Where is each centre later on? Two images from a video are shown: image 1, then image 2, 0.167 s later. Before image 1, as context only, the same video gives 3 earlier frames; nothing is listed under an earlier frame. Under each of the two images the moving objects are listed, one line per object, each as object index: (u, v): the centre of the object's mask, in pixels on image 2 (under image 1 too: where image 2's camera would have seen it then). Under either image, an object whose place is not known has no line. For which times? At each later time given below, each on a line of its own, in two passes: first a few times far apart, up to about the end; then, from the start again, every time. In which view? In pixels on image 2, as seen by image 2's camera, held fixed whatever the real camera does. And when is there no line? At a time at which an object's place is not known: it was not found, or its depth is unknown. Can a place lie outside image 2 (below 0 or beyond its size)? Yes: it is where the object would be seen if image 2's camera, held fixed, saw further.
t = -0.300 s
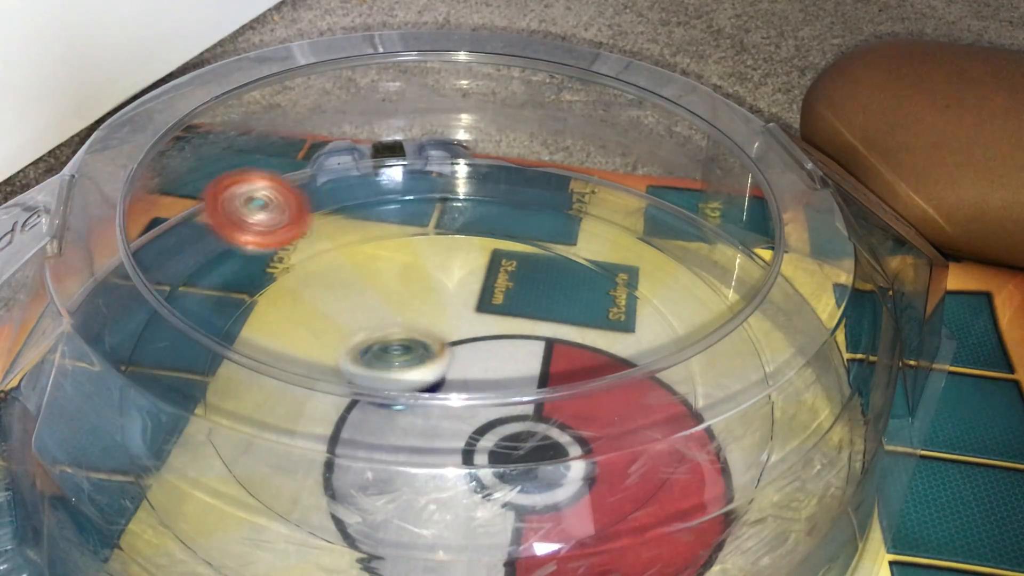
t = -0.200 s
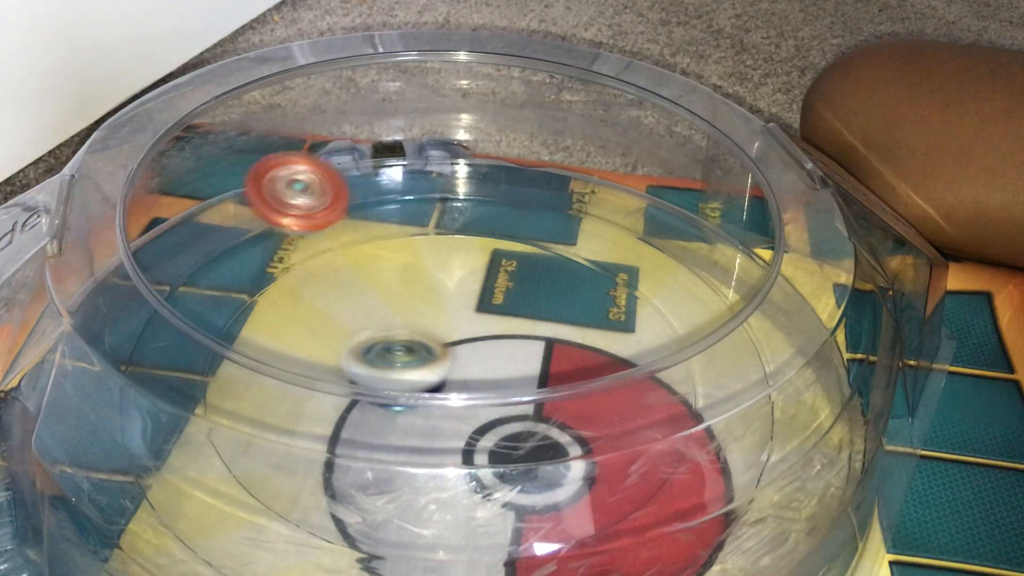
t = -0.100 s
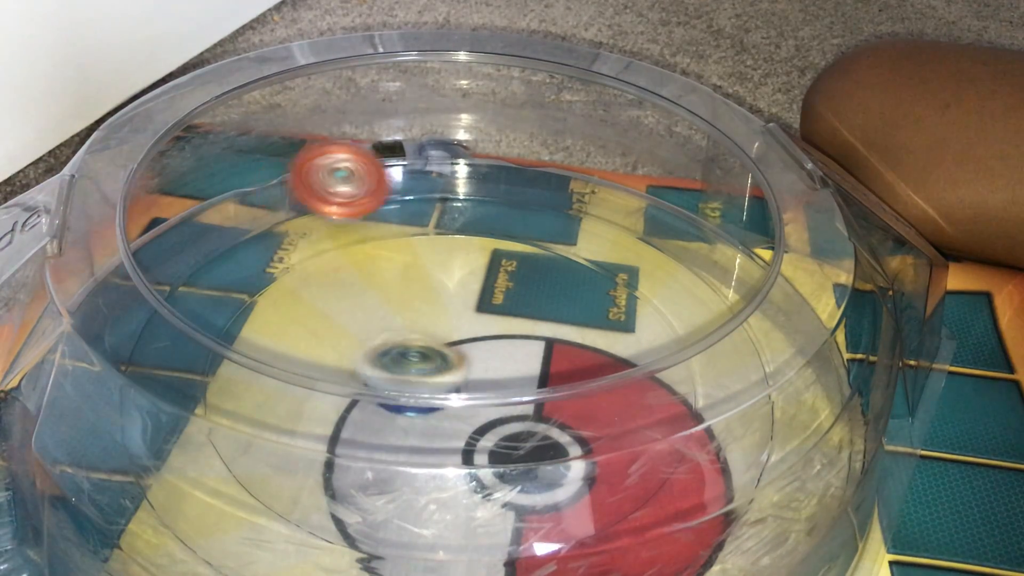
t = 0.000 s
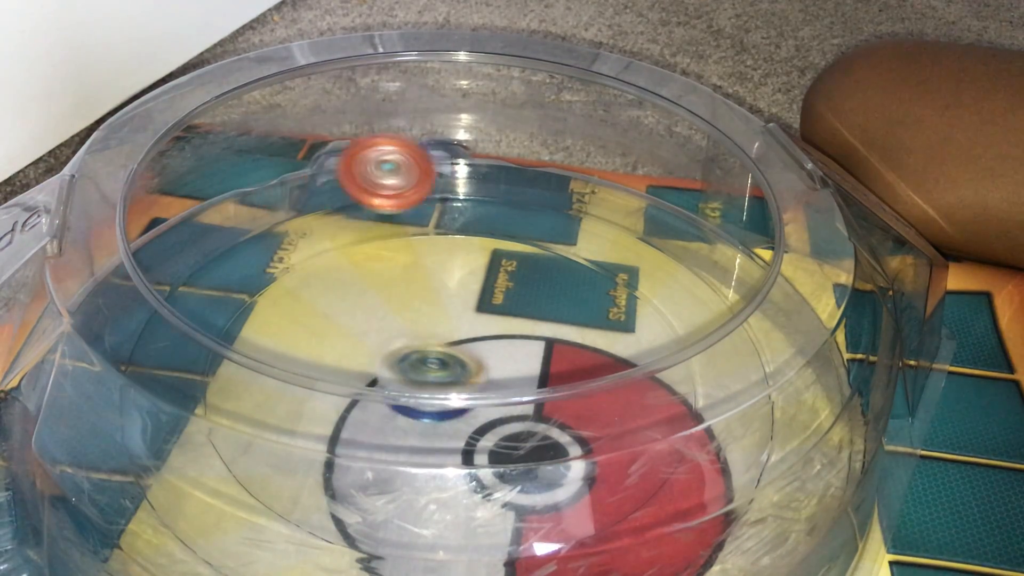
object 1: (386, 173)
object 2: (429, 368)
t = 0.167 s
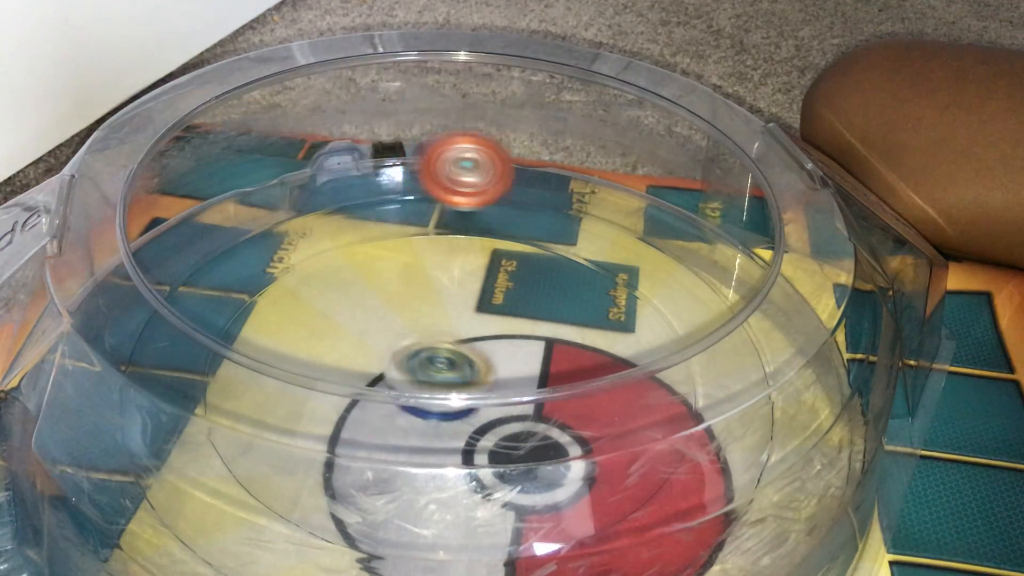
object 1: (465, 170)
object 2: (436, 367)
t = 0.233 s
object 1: (497, 173)
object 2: (428, 364)
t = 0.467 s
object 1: (601, 197)
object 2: (378, 355)
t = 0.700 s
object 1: (688, 247)
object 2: (437, 365)
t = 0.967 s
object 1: (748, 336)
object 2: (455, 319)
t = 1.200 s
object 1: (738, 427)
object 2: (405, 339)
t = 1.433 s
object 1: (652, 512)
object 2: (498, 365)
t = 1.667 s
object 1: (500, 543)
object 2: (514, 320)
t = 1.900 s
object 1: (326, 532)
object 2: (451, 358)
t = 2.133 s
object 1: (196, 464)
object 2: (519, 390)
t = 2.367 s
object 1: (152, 369)
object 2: (500, 362)
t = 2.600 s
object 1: (186, 283)
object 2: (457, 394)
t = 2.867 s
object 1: (279, 220)
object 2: (469, 379)
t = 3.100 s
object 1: (384, 194)
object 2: (415, 376)
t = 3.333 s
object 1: (495, 197)
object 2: (439, 369)
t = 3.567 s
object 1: (589, 228)
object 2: (424, 346)
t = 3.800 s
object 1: (579, 286)
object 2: (431, 357)
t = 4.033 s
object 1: (627, 333)
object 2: (391, 357)
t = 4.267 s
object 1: (594, 380)
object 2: (470, 389)
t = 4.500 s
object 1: (638, 422)
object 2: (410, 321)
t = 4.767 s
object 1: (484, 407)
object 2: (381, 354)
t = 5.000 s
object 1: (549, 471)
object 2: (385, 318)
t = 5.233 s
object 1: (484, 438)
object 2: (482, 345)
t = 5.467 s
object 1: (444, 362)
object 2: (533, 322)
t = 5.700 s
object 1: (446, 322)
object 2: (550, 322)
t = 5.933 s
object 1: (462, 342)
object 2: (577, 354)
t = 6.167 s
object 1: (469, 375)
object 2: (590, 417)
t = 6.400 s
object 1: (442, 389)
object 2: (543, 446)
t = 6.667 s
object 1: (417, 359)
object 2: (448, 442)
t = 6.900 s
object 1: (451, 317)
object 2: (384, 413)
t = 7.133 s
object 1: (506, 286)
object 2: (365, 353)
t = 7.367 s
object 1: (533, 327)
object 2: (399, 331)
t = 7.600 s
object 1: (497, 411)
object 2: (452, 318)
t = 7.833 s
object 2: (496, 324)
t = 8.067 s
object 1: (353, 384)
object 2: (519, 351)
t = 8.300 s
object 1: (419, 323)
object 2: (518, 380)
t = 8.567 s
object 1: (547, 306)
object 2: (465, 411)
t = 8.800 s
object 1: (581, 363)
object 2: (438, 411)
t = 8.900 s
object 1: (558, 401)
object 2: (434, 389)
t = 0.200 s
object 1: (481, 171)
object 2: (433, 365)
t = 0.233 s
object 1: (497, 173)
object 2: (428, 364)
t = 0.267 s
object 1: (512, 174)
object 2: (421, 362)
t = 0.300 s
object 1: (528, 177)
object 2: (416, 362)
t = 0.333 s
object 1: (542, 180)
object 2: (408, 360)
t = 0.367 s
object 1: (557, 184)
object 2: (400, 358)
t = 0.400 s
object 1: (572, 188)
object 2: (392, 358)
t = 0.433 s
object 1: (587, 192)
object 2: (384, 357)
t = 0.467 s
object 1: (601, 197)
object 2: (378, 355)
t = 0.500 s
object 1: (615, 203)
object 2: (375, 356)
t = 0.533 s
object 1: (627, 208)
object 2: (378, 359)
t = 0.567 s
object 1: (640, 215)
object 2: (382, 374)
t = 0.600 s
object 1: (652, 223)
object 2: (395, 378)
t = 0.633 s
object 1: (665, 230)
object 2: (410, 380)
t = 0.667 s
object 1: (676, 239)
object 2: (425, 377)
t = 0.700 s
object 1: (688, 247)
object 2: (437, 365)
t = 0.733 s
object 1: (697, 256)
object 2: (449, 361)
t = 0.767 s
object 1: (708, 266)
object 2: (460, 357)
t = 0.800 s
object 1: (714, 275)
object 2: (466, 352)
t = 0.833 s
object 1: (724, 288)
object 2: (469, 345)
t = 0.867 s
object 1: (732, 300)
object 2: (470, 339)
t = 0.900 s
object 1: (738, 312)
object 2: (467, 332)
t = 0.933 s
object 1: (744, 324)
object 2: (462, 324)
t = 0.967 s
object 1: (748, 336)
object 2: (455, 319)
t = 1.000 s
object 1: (749, 348)
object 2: (446, 316)
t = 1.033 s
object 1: (753, 363)
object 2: (436, 313)
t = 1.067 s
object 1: (751, 374)
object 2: (425, 314)
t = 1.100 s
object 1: (750, 387)
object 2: (414, 315)
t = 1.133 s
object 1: (747, 400)
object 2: (407, 320)
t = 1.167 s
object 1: (742, 415)
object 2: (404, 329)
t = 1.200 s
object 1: (738, 427)
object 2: (405, 339)
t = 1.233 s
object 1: (729, 441)
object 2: (411, 350)
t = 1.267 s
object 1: (720, 454)
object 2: (424, 354)
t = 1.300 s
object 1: (712, 466)
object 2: (439, 362)
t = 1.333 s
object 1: (699, 483)
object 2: (452, 365)
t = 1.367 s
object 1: (684, 494)
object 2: (467, 375)
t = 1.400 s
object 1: (667, 503)
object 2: (483, 376)
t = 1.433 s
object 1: (652, 512)
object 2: (498, 365)
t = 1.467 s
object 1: (635, 522)
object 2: (510, 363)
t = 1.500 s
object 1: (618, 527)
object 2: (521, 358)
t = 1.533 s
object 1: (592, 532)
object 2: (527, 353)
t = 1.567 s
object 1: (570, 535)
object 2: (530, 347)
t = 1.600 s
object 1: (548, 538)
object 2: (529, 339)
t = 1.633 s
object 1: (524, 541)
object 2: (523, 329)
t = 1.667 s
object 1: (500, 543)
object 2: (514, 320)
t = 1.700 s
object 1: (470, 542)
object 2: (501, 314)
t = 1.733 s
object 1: (449, 542)
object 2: (489, 315)
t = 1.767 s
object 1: (424, 542)
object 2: (476, 320)
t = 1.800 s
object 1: (397, 539)
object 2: (466, 330)
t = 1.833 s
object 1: (374, 537)
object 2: (457, 340)
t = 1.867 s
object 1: (351, 536)
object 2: (451, 350)
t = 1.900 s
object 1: (326, 532)
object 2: (451, 358)
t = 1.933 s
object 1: (304, 529)
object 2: (453, 364)
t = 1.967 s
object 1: (282, 521)
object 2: (461, 377)
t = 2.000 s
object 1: (261, 512)
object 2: (472, 385)
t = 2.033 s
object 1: (243, 502)
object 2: (484, 389)
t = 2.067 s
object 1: (224, 489)
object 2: (496, 392)
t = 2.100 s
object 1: (210, 477)
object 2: (508, 392)
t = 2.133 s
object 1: (196, 464)
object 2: (519, 390)
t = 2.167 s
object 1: (185, 451)
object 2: (527, 385)
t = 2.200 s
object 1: (175, 437)
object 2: (532, 379)
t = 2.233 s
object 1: (167, 422)
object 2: (531, 365)
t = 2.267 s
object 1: (161, 408)
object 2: (527, 363)
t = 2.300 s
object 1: (156, 396)
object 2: (519, 361)
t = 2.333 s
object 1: (154, 383)
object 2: (510, 361)
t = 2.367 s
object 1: (152, 369)
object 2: (500, 362)
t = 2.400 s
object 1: (150, 359)
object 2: (489, 363)
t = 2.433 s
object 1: (148, 347)
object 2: (479, 366)
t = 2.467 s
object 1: (156, 331)
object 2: (468, 376)
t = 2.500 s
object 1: (161, 319)
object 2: (461, 381)
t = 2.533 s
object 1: (170, 306)
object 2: (458, 389)
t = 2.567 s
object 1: (179, 293)
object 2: (456, 393)
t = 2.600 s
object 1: (186, 283)
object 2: (457, 394)
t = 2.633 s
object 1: (197, 272)
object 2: (460, 408)
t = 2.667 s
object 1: (203, 265)
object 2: (466, 409)
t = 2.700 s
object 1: (214, 256)
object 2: (474, 409)
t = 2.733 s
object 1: (227, 246)
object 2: (475, 394)
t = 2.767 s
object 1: (239, 239)
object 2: (476, 394)
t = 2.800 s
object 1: (251, 232)
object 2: (475, 390)
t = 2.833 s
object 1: (265, 226)
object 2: (473, 385)
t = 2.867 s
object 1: (279, 220)
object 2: (469, 379)
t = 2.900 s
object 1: (293, 214)
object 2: (462, 368)
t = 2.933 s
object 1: (308, 209)
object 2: (454, 367)
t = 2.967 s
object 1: (323, 205)
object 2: (442, 366)
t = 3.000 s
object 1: (337, 202)
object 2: (434, 365)
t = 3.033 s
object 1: (353, 198)
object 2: (425, 366)
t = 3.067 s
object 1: (368, 196)
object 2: (420, 367)
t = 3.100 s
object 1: (384, 194)
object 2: (415, 376)
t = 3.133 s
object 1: (401, 193)
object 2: (412, 380)
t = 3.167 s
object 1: (415, 192)
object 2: (413, 383)
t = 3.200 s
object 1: (432, 193)
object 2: (416, 385)
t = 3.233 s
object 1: (448, 193)
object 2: (422, 385)
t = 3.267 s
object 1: (463, 194)
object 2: (428, 382)
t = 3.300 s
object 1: (479, 196)
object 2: (435, 379)
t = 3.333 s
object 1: (495, 197)
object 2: (439, 369)
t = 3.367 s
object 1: (511, 201)
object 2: (443, 366)
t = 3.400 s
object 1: (525, 204)
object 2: (444, 363)
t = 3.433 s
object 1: (539, 208)
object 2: (443, 360)
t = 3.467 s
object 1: (553, 212)
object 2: (440, 356)
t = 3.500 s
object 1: (565, 217)
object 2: (435, 351)
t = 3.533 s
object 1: (577, 222)
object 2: (430, 350)
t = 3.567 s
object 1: (589, 228)
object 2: (424, 346)
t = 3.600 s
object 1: (596, 234)
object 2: (419, 346)
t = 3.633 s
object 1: (600, 241)
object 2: (415, 346)
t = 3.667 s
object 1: (598, 249)
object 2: (414, 349)
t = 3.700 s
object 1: (595, 257)
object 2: (414, 349)
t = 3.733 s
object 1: (591, 266)
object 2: (418, 352)
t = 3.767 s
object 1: (586, 276)
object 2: (424, 355)
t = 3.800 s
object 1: (579, 286)
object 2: (431, 357)
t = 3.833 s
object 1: (573, 297)
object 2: (437, 358)
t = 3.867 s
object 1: (566, 308)
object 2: (445, 358)
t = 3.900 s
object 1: (561, 319)
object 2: (450, 357)
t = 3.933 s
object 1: (588, 323)
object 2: (432, 356)
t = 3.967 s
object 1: (610, 327)
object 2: (414, 354)
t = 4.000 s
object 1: (622, 330)
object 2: (400, 355)
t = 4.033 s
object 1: (627, 333)
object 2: (391, 357)
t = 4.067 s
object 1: (629, 337)
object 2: (389, 358)
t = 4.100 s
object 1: (628, 339)
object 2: (392, 363)
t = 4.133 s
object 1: (625, 343)
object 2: (400, 380)
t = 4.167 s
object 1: (622, 356)
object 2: (414, 391)
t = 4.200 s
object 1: (616, 366)
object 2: (429, 393)
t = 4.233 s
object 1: (606, 372)
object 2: (452, 393)
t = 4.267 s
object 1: (594, 380)
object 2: (470, 389)
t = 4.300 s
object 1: (604, 388)
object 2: (473, 378)
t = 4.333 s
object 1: (633, 395)
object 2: (461, 361)
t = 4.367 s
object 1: (651, 408)
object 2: (452, 351)
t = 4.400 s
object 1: (656, 413)
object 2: (443, 341)
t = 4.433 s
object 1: (656, 417)
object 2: (433, 332)
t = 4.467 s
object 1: (650, 421)
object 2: (423, 325)
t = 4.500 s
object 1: (638, 422)
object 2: (410, 321)
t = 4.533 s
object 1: (623, 420)
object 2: (397, 318)
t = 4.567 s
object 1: (605, 421)
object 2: (386, 318)
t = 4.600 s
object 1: (588, 421)
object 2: (374, 320)
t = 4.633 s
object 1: (565, 425)
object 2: (366, 325)
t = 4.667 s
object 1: (542, 421)
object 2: (360, 330)
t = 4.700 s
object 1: (518, 419)
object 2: (361, 342)
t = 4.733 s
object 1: (502, 411)
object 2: (369, 350)
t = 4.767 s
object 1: (484, 407)
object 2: (381, 354)
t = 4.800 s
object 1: (506, 428)
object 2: (369, 345)
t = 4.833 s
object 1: (532, 438)
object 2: (363, 332)
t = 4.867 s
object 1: (549, 453)
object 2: (362, 322)
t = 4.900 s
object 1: (556, 469)
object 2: (366, 315)
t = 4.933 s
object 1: (558, 471)
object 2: (371, 313)
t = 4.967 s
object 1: (555, 472)
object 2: (378, 315)
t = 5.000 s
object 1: (549, 471)
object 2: (385, 318)
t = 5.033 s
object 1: (542, 469)
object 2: (397, 325)
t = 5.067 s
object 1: (536, 466)
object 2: (408, 331)
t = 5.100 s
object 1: (529, 467)
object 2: (423, 336)
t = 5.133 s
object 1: (518, 457)
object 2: (437, 340)
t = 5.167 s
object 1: (507, 451)
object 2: (452, 343)
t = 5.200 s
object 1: (496, 444)
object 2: (468, 345)
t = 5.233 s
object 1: (484, 438)
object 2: (482, 345)
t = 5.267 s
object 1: (478, 433)
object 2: (495, 344)
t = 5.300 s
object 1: (473, 429)
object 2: (506, 341)
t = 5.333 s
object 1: (463, 414)
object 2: (514, 337)
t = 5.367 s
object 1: (454, 393)
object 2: (520, 333)
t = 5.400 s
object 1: (449, 386)
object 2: (526, 329)
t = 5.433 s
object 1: (442, 369)
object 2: (530, 326)
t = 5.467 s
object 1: (444, 362)
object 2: (533, 322)
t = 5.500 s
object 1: (445, 356)
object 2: (534, 319)
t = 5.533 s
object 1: (447, 348)
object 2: (534, 317)
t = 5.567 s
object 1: (445, 341)
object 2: (534, 316)
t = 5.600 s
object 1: (442, 334)
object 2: (538, 316)
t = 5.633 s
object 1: (440, 328)
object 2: (543, 317)
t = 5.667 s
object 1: (442, 324)
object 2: (547, 319)
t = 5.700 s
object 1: (446, 322)
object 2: (550, 322)
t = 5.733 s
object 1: (451, 322)
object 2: (553, 325)
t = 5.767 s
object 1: (454, 325)
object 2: (555, 329)
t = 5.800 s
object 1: (455, 326)
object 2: (560, 335)
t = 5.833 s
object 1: (456, 329)
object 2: (564, 341)
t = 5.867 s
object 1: (460, 334)
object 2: (566, 345)
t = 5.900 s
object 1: (464, 339)
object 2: (568, 349)
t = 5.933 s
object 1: (462, 342)
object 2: (577, 354)
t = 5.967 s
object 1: (461, 344)
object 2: (582, 368)
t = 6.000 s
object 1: (461, 347)
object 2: (585, 373)
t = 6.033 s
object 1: (463, 352)
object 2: (586, 381)
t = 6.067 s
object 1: (468, 357)
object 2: (589, 394)
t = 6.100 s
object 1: (472, 370)
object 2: (588, 397)
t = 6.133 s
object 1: (475, 371)
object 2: (587, 403)
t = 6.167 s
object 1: (469, 375)
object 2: (590, 417)
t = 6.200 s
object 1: (462, 377)
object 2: (589, 421)
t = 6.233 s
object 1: (456, 383)
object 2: (585, 426)
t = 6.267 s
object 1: (453, 385)
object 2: (580, 432)
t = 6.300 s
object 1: (450, 385)
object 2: (572, 436)
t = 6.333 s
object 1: (447, 387)
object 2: (564, 440)
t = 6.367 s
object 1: (444, 389)
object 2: (554, 444)
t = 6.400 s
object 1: (442, 389)
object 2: (543, 446)
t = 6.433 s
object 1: (441, 389)
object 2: (530, 446)
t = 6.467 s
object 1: (439, 388)
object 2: (517, 442)
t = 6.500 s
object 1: (438, 378)
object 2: (505, 445)
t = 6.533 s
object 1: (427, 376)
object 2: (495, 446)
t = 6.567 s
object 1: (421, 374)
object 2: (485, 447)
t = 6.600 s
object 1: (417, 370)
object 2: (472, 442)
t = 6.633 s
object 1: (416, 363)
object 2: (462, 441)
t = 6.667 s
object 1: (417, 359)
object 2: (448, 442)
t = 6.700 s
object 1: (418, 354)
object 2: (437, 439)
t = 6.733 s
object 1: (418, 349)
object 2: (428, 434)
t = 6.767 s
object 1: (420, 345)
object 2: (420, 431)
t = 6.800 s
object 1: (423, 342)
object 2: (411, 427)
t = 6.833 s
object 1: (433, 335)
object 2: (400, 426)
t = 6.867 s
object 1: (442, 325)
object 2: (392, 419)
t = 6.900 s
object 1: (451, 317)
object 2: (384, 413)
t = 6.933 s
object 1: (461, 308)
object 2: (377, 407)
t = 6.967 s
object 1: (469, 299)
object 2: (378, 389)
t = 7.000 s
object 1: (477, 292)
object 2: (370, 387)
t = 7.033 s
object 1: (485, 290)
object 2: (368, 382)
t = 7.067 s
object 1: (494, 286)
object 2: (366, 372)
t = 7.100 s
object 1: (499, 284)
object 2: (364, 358)
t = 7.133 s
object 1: (506, 286)
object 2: (365, 353)
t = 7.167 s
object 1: (513, 286)
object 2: (369, 353)
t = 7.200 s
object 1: (518, 289)
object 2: (372, 347)
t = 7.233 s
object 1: (523, 294)
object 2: (376, 345)
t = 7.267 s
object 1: (527, 300)
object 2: (382, 340)
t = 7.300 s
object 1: (530, 309)
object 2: (386, 336)
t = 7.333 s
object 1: (533, 317)
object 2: (392, 332)
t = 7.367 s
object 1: (533, 327)
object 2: (399, 331)
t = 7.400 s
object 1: (532, 339)
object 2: (406, 328)
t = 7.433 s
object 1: (532, 346)
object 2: (414, 325)
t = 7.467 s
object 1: (529, 354)
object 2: (422, 323)
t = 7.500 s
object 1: (525, 374)
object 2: (430, 322)
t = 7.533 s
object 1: (518, 383)
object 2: (438, 321)
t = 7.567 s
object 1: (508, 404)
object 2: (445, 319)
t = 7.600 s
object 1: (497, 411)
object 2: (452, 318)
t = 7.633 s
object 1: (483, 417)
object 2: (459, 319)
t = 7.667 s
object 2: (466, 319)
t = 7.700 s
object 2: (473, 319)
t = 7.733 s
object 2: (478, 319)
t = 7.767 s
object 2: (485, 320)
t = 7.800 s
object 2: (490, 321)
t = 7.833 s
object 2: (496, 324)
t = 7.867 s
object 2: (501, 327)
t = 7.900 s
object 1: (374, 426)
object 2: (505, 330)
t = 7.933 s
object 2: (508, 335)
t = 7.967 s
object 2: (512, 338)
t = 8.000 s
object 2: (514, 342)
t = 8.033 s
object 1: (356, 400)
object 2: (517, 347)
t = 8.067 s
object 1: (353, 384)
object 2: (519, 351)
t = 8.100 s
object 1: (358, 375)
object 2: (521, 355)
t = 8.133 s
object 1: (360, 357)
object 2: (523, 357)
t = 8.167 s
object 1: (369, 351)
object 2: (524, 359)
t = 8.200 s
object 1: (380, 346)
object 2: (525, 362)
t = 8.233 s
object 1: (391, 338)
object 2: (524, 365)
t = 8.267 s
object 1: (405, 335)
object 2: (521, 376)
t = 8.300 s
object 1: (419, 323)
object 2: (518, 380)
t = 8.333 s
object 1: (434, 321)
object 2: (513, 383)
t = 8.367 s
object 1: (450, 311)
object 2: (510, 386)
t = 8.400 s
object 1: (467, 309)
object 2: (504, 390)
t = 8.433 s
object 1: (486, 304)
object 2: (499, 393)
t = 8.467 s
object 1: (503, 304)
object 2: (491, 393)
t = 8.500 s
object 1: (518, 303)
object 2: (483, 393)
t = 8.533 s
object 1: (532, 305)
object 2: (471, 394)
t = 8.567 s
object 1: (547, 306)
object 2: (465, 411)
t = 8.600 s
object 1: (557, 312)
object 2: (459, 411)
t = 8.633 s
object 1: (569, 317)
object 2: (453, 408)
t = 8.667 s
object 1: (575, 326)
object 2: (449, 410)
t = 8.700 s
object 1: (582, 331)
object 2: (444, 411)
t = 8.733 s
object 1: (583, 339)
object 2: (442, 411)
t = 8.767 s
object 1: (585, 345)
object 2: (441, 410)
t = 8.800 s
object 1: (581, 363)
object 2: (438, 411)
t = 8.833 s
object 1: (575, 374)
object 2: (435, 393)
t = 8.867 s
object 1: (572, 396)
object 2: (436, 393)
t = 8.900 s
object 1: (558, 401)
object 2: (434, 389)
